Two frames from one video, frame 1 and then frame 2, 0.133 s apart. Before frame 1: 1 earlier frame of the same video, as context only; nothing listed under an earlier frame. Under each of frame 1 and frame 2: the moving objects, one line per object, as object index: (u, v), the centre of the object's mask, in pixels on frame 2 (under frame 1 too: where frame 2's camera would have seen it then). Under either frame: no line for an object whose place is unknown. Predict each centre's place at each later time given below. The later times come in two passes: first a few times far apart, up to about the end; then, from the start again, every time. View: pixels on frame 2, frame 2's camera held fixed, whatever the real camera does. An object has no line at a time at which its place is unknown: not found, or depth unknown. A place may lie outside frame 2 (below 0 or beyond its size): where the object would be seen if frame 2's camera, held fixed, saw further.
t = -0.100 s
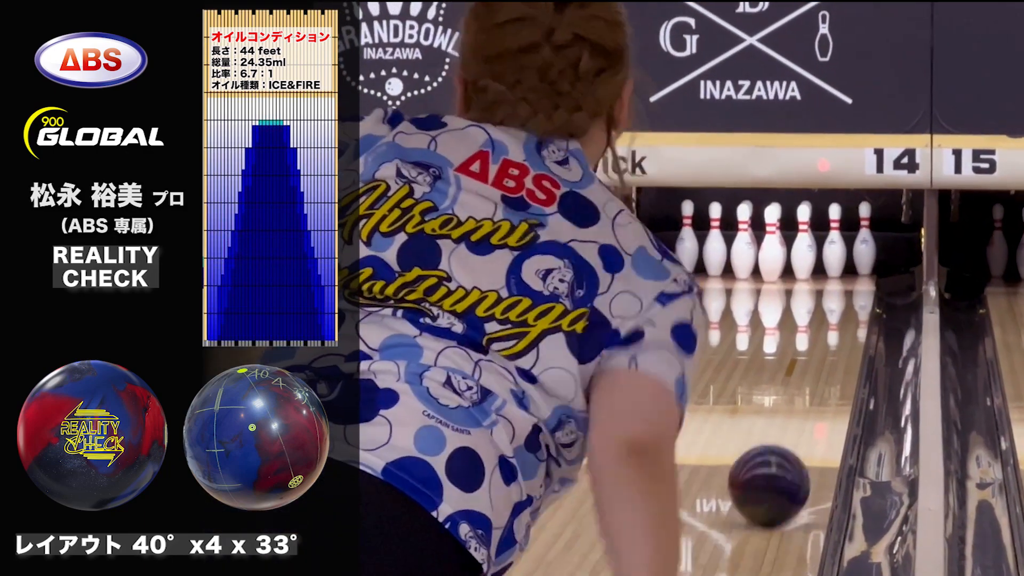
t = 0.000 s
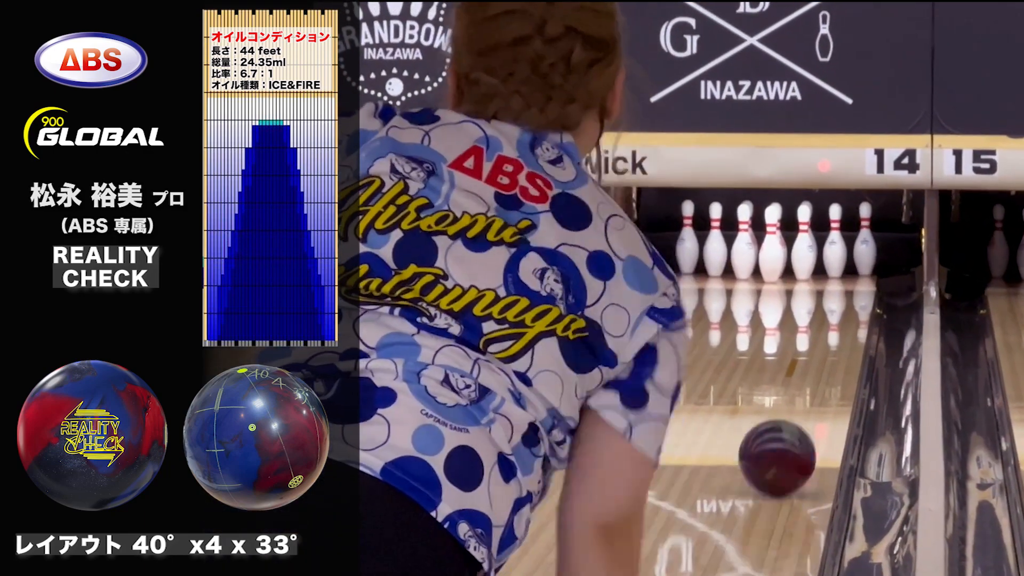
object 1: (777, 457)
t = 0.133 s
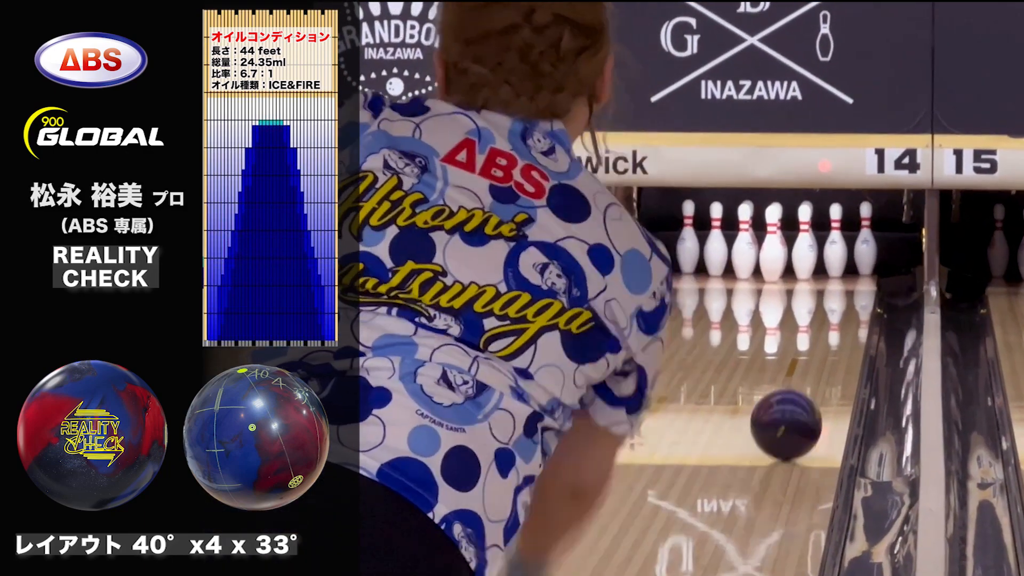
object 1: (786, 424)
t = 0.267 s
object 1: (793, 397)
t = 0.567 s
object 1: (804, 346)
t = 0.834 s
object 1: (808, 310)
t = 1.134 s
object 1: (804, 281)
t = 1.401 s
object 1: (790, 263)
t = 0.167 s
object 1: (788, 417)
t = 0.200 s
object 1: (790, 410)
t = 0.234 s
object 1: (791, 403)
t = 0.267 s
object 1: (793, 397)
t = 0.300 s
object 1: (794, 390)
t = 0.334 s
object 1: (796, 384)
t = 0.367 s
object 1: (797, 378)
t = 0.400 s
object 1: (798, 372)
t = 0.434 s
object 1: (800, 367)
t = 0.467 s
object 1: (800, 361)
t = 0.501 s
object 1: (802, 356)
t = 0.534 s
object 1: (803, 351)
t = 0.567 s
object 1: (804, 346)
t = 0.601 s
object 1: (804, 341)
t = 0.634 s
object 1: (805, 336)
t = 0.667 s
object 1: (806, 331)
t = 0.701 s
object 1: (807, 326)
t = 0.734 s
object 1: (807, 322)
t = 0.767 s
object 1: (808, 318)
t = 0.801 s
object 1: (808, 314)
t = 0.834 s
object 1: (808, 310)
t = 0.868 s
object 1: (808, 306)
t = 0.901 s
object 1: (808, 303)
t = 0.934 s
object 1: (808, 299)
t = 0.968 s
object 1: (808, 296)
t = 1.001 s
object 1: (807, 292)
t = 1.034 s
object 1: (807, 289)
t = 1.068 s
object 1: (806, 286)
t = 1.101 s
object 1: (805, 284)
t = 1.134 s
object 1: (804, 281)
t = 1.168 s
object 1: (802, 278)
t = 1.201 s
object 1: (801, 276)
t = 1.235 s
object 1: (800, 274)
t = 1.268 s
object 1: (798, 271)
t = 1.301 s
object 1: (796, 269)
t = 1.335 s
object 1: (794, 267)
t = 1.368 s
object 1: (792, 265)
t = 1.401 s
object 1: (790, 263)
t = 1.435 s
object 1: (793, 262)
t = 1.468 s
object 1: (794, 261)
